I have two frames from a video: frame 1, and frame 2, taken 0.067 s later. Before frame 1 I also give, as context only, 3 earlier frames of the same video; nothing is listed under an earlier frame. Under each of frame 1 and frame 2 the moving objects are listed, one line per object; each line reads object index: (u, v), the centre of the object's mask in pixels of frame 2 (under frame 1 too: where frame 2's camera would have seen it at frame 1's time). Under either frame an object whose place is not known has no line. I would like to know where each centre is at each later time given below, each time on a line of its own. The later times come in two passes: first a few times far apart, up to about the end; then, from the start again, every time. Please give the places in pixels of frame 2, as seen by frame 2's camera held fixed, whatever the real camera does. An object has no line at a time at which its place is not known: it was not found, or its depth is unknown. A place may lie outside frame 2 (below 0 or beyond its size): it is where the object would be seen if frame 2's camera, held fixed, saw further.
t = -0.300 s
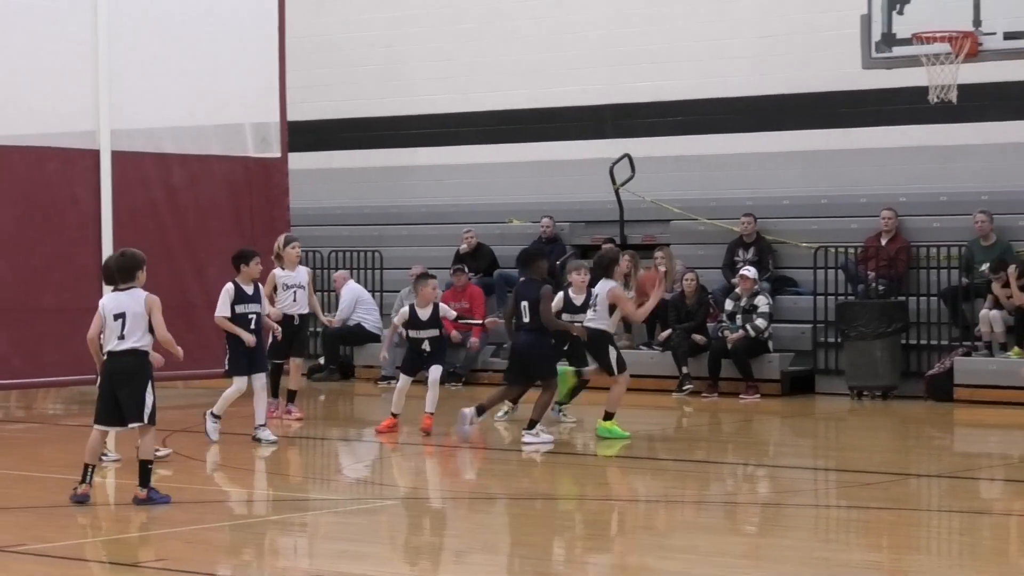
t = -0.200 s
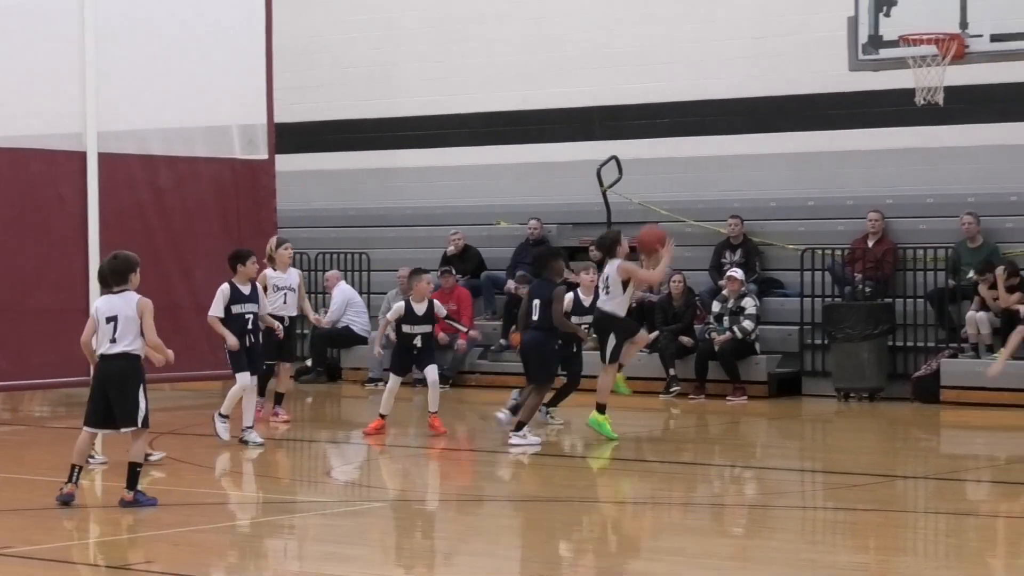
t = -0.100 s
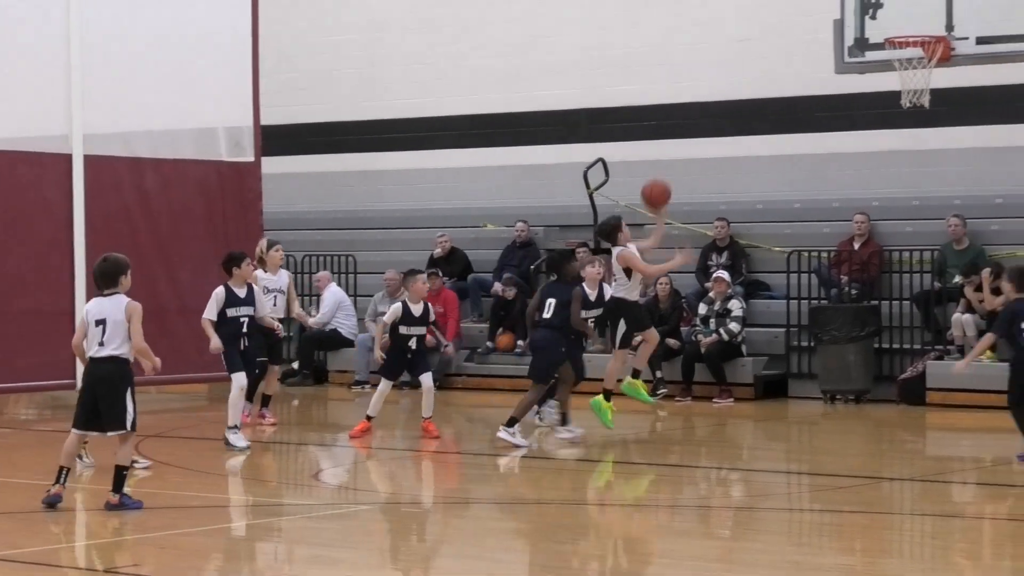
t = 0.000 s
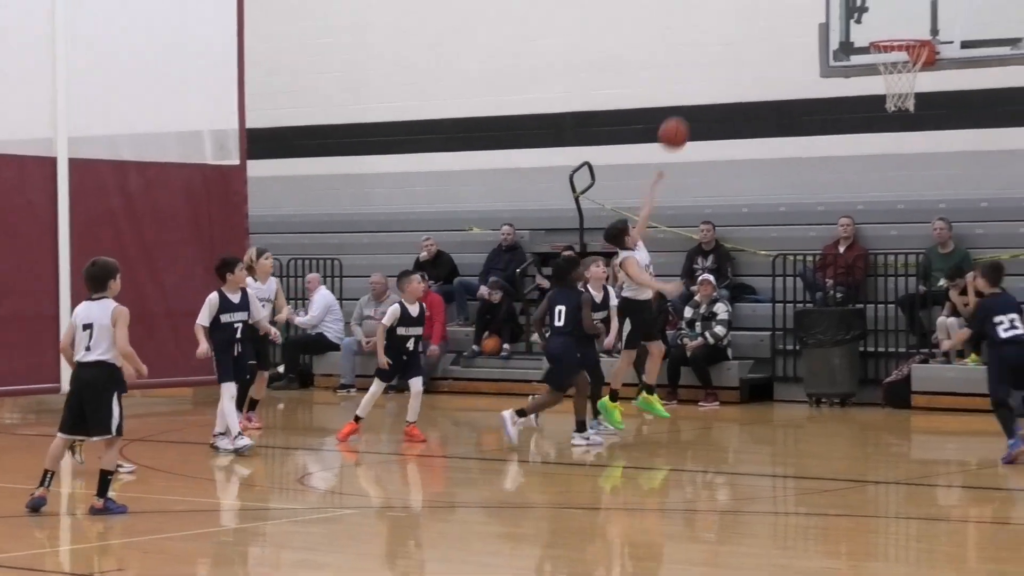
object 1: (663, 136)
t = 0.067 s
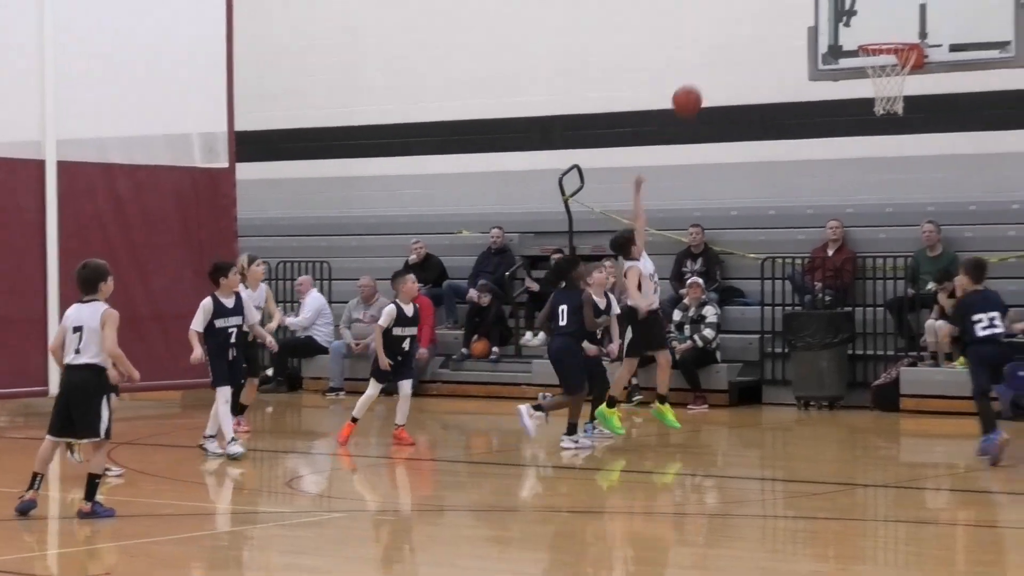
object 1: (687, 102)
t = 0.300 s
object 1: (771, 14)
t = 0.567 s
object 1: (864, 2)
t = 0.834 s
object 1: (878, 7)
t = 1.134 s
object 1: (795, 26)
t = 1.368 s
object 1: (731, 121)
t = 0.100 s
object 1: (699, 84)
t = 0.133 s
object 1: (711, 69)
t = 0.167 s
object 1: (723, 55)
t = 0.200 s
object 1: (735, 43)
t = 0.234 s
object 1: (747, 32)
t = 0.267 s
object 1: (759, 22)
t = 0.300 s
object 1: (771, 14)
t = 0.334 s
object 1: (782, 7)
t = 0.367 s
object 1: (794, 2)
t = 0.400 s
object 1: (806, -2)
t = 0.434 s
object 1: (817, -4)
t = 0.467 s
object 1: (829, -4)
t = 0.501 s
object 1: (841, -4)
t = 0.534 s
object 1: (853, -2)
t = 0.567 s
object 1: (864, 2)
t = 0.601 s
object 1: (876, 7)
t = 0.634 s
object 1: (887, 13)
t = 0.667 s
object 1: (899, 22)
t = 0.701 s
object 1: (910, 28)
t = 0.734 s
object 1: (905, 26)
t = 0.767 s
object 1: (896, 19)
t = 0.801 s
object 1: (887, 13)
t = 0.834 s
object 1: (878, 7)
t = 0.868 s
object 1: (869, 4)
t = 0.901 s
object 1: (859, 2)
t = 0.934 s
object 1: (851, 1)
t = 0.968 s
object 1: (841, 2)
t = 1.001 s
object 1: (832, 4)
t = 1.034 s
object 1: (823, 7)
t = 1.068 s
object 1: (813, 12)
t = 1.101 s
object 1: (804, 19)
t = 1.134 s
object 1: (795, 26)
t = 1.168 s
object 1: (786, 35)
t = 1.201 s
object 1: (776, 46)
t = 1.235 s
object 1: (767, 58)
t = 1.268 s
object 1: (758, 71)
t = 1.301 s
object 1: (749, 86)
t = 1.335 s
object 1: (740, 104)
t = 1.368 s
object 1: (731, 121)
